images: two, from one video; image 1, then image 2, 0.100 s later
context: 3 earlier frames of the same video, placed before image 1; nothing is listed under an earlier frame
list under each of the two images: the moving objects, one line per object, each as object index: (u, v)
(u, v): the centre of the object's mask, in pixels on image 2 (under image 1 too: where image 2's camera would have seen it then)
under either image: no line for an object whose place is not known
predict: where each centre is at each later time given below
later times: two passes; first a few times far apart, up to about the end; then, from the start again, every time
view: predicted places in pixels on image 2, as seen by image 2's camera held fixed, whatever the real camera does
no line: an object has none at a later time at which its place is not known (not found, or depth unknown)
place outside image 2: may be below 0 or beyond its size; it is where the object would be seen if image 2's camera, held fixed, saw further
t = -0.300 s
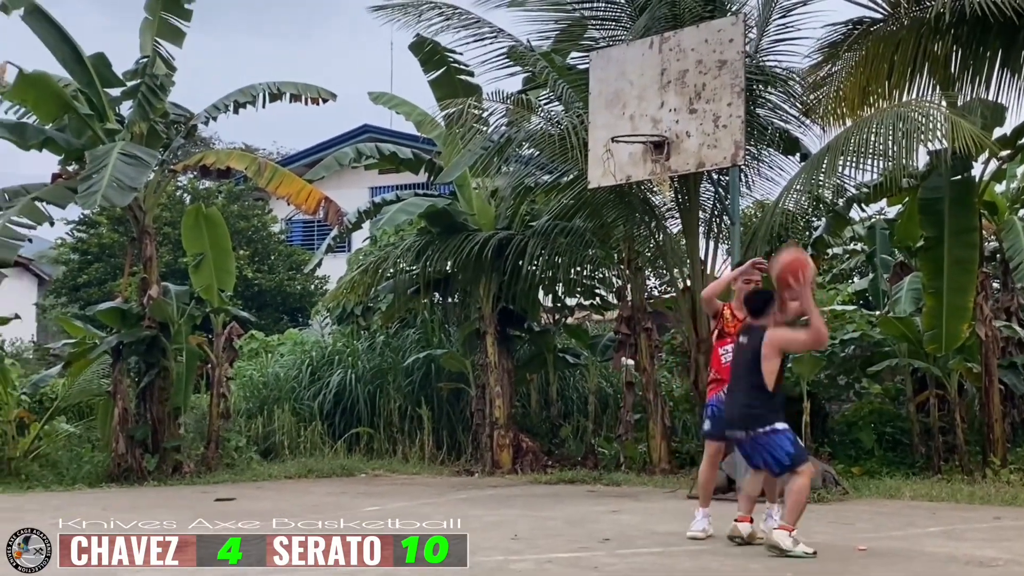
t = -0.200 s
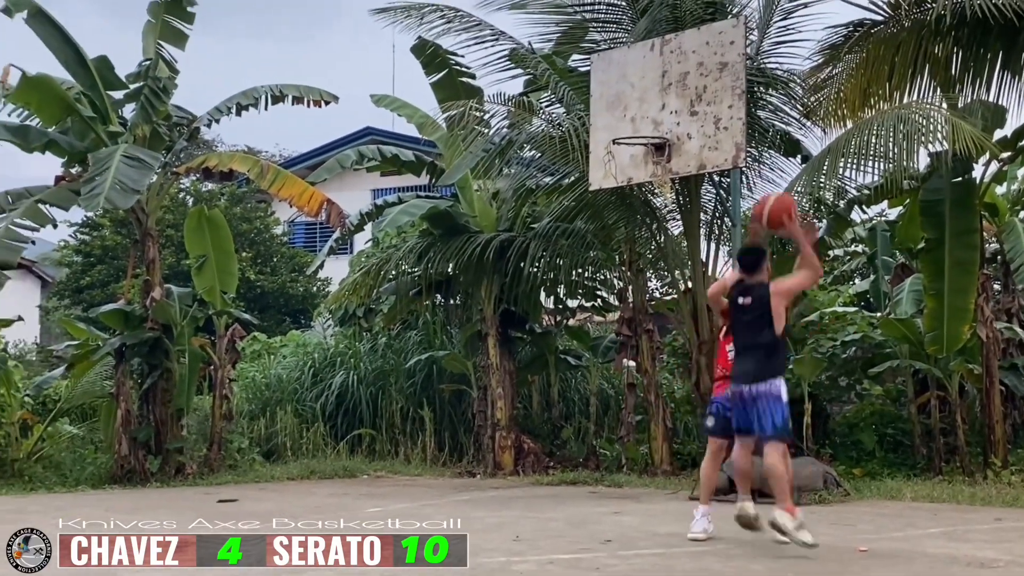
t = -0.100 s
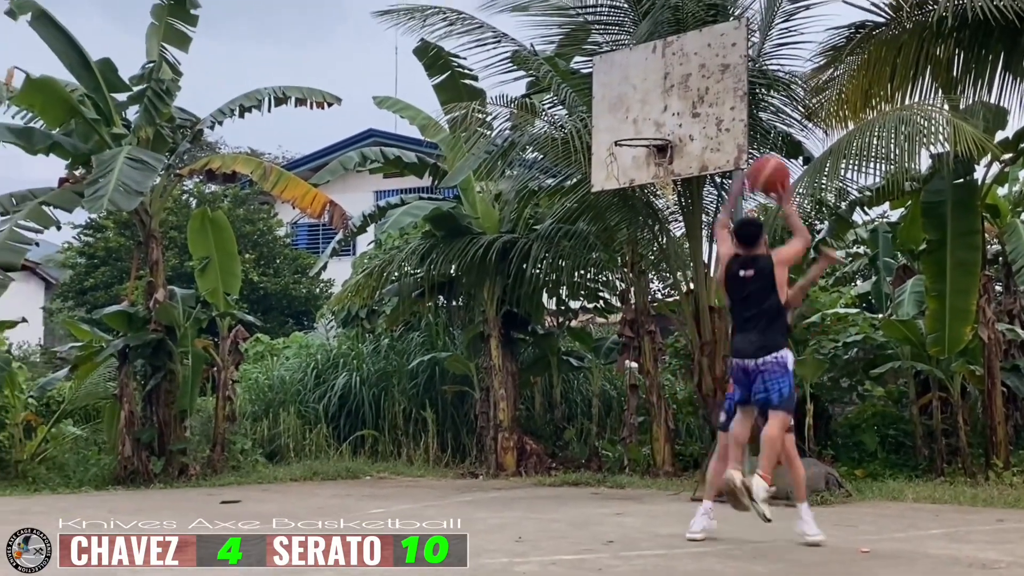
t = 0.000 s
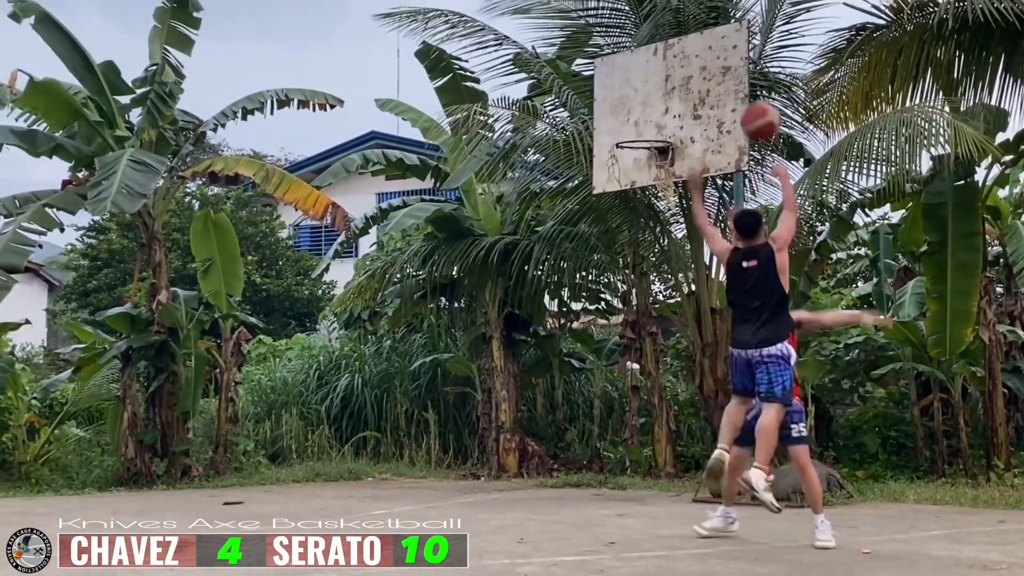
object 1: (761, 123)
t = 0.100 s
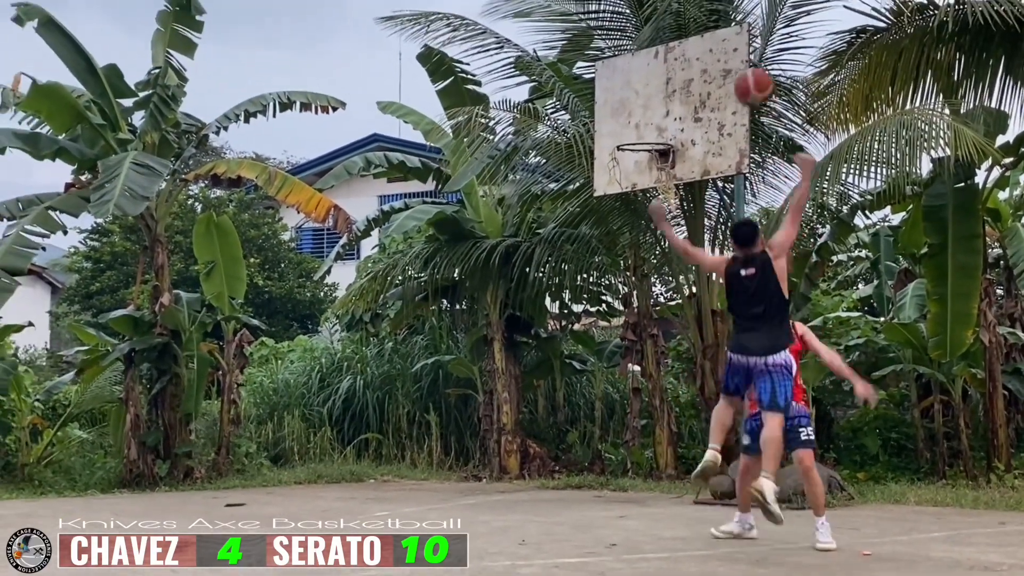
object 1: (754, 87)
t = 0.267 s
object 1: (742, 64)
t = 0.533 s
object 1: (728, 105)
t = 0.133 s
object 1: (751, 79)
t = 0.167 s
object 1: (749, 73)
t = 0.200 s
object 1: (746, 68)
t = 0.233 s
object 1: (744, 65)
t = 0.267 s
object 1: (742, 64)
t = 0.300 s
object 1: (741, 65)
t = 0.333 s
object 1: (739, 66)
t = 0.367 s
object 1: (738, 69)
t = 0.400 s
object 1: (735, 75)
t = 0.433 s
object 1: (734, 81)
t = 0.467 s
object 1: (732, 87)
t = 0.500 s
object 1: (733, 90)
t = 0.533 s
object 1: (728, 105)
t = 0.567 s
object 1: (719, 106)
